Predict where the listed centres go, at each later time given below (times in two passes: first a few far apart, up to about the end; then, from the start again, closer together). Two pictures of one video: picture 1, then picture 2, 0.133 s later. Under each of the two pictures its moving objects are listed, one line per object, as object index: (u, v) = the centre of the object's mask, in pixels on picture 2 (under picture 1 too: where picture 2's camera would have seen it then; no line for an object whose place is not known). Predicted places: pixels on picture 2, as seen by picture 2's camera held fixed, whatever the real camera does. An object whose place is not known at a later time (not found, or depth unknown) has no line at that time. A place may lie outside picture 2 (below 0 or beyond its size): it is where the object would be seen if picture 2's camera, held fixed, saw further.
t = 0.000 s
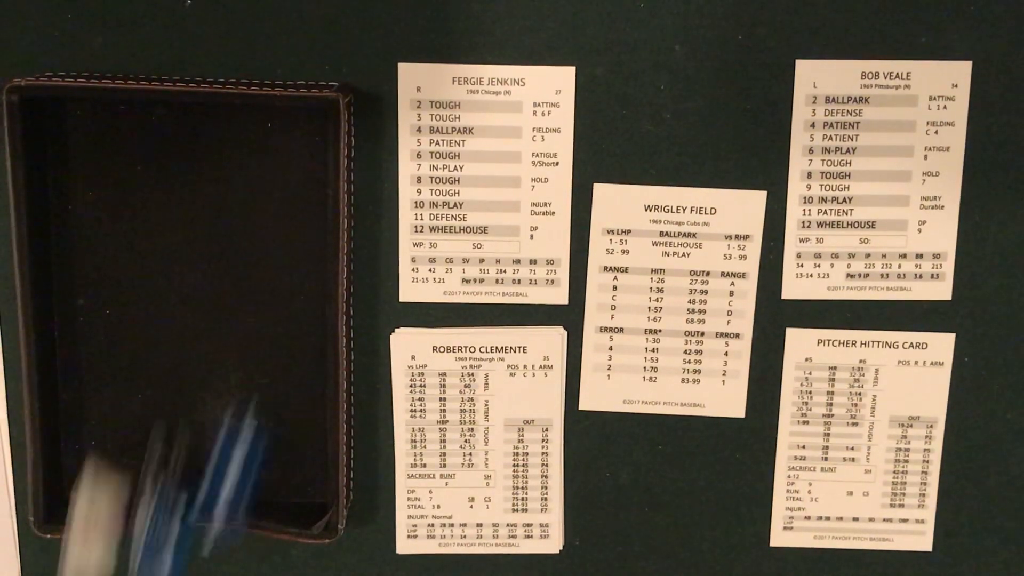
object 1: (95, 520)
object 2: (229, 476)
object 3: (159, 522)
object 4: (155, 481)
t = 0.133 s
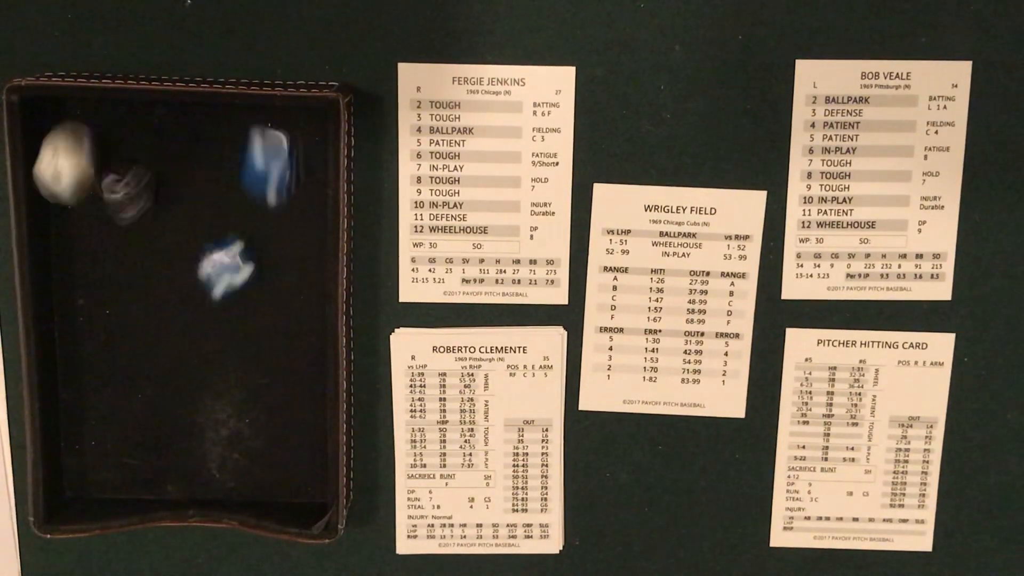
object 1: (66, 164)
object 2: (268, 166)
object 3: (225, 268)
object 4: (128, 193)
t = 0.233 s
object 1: (115, 136)
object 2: (261, 139)
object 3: (246, 225)
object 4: (100, 287)
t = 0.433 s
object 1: (148, 186)
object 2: (262, 139)
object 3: (251, 223)
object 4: (101, 360)
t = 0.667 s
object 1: (146, 197)
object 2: (262, 139)
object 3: (250, 223)
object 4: (108, 365)
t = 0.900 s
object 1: (146, 197)
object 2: (262, 139)
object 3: (251, 223)
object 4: (108, 365)
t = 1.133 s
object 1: (146, 197)
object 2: (261, 139)
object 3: (251, 223)
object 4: (107, 366)
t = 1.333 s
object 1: (146, 197)
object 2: (262, 139)
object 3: (251, 223)
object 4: (108, 366)
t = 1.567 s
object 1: (146, 197)
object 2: (262, 139)
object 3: (251, 223)
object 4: (108, 365)
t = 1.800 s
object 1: (146, 197)
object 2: (262, 139)
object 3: (251, 223)
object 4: (108, 366)
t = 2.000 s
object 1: (146, 197)
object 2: (262, 139)
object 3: (251, 222)
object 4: (108, 366)
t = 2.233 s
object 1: (146, 197)
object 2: (262, 139)
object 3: (251, 222)
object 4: (108, 366)
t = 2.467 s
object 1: (146, 197)
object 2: (262, 139)
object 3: (251, 222)
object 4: (108, 366)
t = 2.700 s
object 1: (146, 197)
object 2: (262, 139)
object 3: (251, 222)
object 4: (108, 366)
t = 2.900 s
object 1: (146, 197)
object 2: (262, 139)
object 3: (251, 222)
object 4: (108, 366)
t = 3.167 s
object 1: (146, 197)
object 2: (262, 139)
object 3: (251, 222)
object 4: (108, 365)
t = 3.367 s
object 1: (146, 197)
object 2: (262, 139)
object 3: (251, 222)
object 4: (107, 365)
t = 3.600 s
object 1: (146, 197)
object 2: (262, 139)
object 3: (251, 222)
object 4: (108, 365)
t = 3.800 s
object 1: (146, 197)
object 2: (262, 139)
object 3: (251, 222)
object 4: (108, 365)
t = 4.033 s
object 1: (146, 197)
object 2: (262, 139)
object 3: (251, 222)
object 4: (108, 365)
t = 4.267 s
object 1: (146, 197)
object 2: (261, 139)
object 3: (251, 222)
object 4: (107, 366)
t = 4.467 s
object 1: (146, 197)
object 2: (262, 139)
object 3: (251, 222)
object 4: (108, 365)
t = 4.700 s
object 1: (146, 197)
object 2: (262, 139)
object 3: (251, 222)
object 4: (108, 365)
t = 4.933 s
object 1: (146, 197)
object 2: (262, 139)
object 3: (251, 222)
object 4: (108, 365)
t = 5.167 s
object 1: (146, 197)
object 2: (261, 139)
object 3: (251, 222)
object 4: (108, 365)
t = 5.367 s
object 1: (146, 197)
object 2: (262, 139)
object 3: (251, 222)
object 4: (108, 366)
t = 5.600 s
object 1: (146, 197)
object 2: (262, 139)
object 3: (251, 222)
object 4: (108, 365)
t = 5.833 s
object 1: (146, 197)
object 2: (262, 139)
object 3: (251, 222)
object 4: (107, 366)
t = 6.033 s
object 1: (146, 197)
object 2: (262, 139)
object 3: (251, 222)
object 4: (107, 365)
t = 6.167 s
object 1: (146, 197)
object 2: (262, 139)
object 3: (251, 223)
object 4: (108, 366)
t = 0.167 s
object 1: (81, 131)
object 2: (268, 129)
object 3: (233, 247)
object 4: (120, 228)
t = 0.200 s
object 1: (98, 127)
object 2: (263, 136)
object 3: (238, 233)
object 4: (109, 262)
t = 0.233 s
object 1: (115, 136)
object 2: (261, 139)
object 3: (246, 225)
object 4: (100, 287)
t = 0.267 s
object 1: (129, 147)
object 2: (262, 139)
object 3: (251, 223)
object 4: (88, 306)
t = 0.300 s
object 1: (139, 158)
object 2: (262, 139)
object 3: (251, 222)
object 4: (79, 320)
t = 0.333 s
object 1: (145, 168)
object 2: (262, 139)
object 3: (251, 222)
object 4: (83, 331)
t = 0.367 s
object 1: (149, 179)
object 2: (261, 139)
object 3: (251, 223)
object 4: (95, 347)
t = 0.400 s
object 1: (149, 183)
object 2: (262, 139)
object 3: (250, 222)
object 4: (99, 356)
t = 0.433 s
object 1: (148, 186)
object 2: (262, 139)
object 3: (251, 223)
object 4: (101, 360)
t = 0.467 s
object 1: (147, 187)
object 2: (262, 139)
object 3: (251, 222)
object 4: (103, 363)
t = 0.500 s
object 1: (146, 192)
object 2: (262, 139)
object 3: (250, 223)
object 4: (104, 364)
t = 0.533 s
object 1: (144, 197)
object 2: (262, 139)
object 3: (250, 222)
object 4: (106, 365)
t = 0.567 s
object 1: (143, 198)
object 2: (262, 139)
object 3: (250, 223)
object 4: (107, 366)
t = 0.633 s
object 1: (146, 196)
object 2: (262, 139)
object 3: (250, 223)
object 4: (108, 365)
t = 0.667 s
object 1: (146, 197)
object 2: (262, 139)
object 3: (250, 223)
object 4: (108, 365)
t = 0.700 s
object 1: (146, 197)
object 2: (262, 139)
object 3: (251, 223)
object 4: (108, 366)
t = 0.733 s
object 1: (146, 197)
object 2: (262, 139)
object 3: (251, 223)
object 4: (108, 366)
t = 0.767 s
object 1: (146, 197)
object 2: (262, 139)
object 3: (251, 223)
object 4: (107, 366)
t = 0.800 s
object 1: (146, 197)
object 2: (262, 139)
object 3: (251, 223)
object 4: (107, 365)
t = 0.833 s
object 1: (146, 197)
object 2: (262, 139)
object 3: (251, 222)
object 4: (107, 365)
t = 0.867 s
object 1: (146, 197)
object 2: (262, 139)
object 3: (251, 223)
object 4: (107, 366)
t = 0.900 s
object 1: (146, 197)
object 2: (262, 139)
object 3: (251, 223)
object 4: (108, 365)
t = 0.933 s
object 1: (146, 197)
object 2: (262, 139)
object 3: (251, 223)
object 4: (107, 366)
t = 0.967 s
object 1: (146, 197)
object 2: (262, 139)
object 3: (251, 223)
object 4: (107, 366)
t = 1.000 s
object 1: (146, 197)
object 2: (262, 139)
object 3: (251, 223)
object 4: (108, 366)
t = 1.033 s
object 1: (146, 197)
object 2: (261, 139)
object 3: (251, 223)
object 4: (108, 366)
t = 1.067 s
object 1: (146, 197)
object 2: (261, 139)
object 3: (251, 223)
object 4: (108, 366)
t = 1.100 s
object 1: (146, 197)
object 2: (262, 139)
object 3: (251, 223)
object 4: (108, 365)
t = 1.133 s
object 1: (146, 197)
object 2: (261, 139)
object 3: (251, 223)
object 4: (107, 366)
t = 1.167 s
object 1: (146, 197)
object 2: (262, 139)
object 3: (251, 222)
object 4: (108, 366)
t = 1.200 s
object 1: (146, 197)
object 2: (262, 139)
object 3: (251, 223)
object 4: (108, 366)
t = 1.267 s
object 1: (146, 197)
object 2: (262, 139)
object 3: (251, 223)
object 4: (108, 365)
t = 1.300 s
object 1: (146, 197)
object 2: (262, 139)
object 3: (251, 222)
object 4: (108, 365)
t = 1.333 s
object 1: (146, 197)
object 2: (262, 139)
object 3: (251, 223)
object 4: (108, 366)
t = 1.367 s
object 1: (146, 197)
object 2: (262, 139)
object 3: (251, 223)
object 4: (108, 366)
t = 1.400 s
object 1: (146, 197)
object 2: (262, 139)
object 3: (251, 223)
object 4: (108, 366)
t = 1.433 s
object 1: (146, 197)
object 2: (262, 139)
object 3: (251, 223)
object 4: (108, 366)
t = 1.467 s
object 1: (146, 197)
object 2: (262, 139)
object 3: (251, 223)
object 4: (108, 366)
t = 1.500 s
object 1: (146, 197)
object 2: (262, 139)
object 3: (251, 223)
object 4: (108, 365)
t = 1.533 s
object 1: (146, 197)
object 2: (262, 139)
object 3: (251, 223)
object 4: (108, 366)
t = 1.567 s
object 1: (146, 197)
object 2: (262, 139)
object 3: (251, 223)
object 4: (108, 365)
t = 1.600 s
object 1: (146, 197)
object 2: (262, 139)
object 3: (251, 223)
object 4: (108, 365)
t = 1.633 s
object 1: (146, 197)
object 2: (262, 139)
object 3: (251, 223)
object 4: (108, 366)
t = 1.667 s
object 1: (146, 197)
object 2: (262, 139)
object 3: (251, 223)
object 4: (108, 366)
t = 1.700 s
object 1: (146, 197)
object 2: (262, 139)
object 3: (251, 222)
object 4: (108, 365)
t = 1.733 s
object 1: (146, 197)
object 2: (262, 139)
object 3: (251, 223)
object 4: (108, 366)
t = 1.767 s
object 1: (146, 197)
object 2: (262, 139)
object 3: (251, 222)
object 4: (108, 366)
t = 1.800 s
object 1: (146, 197)
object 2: (262, 139)
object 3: (251, 223)
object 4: (108, 366)
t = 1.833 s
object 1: (146, 197)
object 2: (262, 139)
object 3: (251, 223)
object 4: (108, 365)
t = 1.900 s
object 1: (146, 197)
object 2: (262, 139)
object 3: (251, 222)
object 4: (108, 365)
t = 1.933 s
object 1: (146, 197)
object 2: (262, 139)
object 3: (251, 223)
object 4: (108, 366)
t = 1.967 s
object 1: (146, 197)
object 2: (262, 139)
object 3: (251, 222)
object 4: (108, 366)
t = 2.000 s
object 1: (146, 197)
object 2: (262, 139)
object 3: (251, 222)
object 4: (108, 366)
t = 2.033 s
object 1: (146, 197)
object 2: (262, 139)
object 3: (251, 223)
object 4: (108, 366)
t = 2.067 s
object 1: (146, 197)
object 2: (262, 139)
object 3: (251, 223)
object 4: (108, 366)
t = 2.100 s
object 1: (146, 197)
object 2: (262, 139)
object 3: (251, 222)
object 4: (108, 366)
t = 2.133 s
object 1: (146, 197)
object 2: (262, 139)
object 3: (251, 222)
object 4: (108, 366)
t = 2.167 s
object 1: (146, 197)
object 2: (262, 139)
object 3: (251, 222)
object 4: (108, 365)
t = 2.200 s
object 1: (146, 197)
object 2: (262, 139)
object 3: (251, 222)
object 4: (108, 366)
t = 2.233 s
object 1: (146, 197)
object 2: (262, 139)
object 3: (251, 222)
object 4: (108, 366)
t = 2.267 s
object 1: (146, 197)
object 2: (262, 139)
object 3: (251, 222)
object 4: (108, 366)
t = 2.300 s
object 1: (146, 197)
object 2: (262, 139)
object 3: (251, 223)
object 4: (108, 366)
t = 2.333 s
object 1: (146, 197)
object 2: (262, 139)
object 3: (251, 222)
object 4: (108, 365)
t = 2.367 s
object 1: (146, 197)
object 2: (262, 139)
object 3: (251, 222)
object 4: (108, 366)
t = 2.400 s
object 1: (146, 197)
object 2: (262, 139)
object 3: (251, 222)
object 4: (108, 365)
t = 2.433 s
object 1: (146, 197)
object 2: (262, 139)
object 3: (251, 222)
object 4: (108, 365)
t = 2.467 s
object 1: (146, 197)
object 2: (262, 139)
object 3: (251, 222)
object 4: (108, 366)
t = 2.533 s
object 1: (146, 197)
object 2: (262, 139)
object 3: (251, 223)
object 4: (108, 366)
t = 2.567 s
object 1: (146, 197)
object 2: (262, 139)
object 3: (251, 222)
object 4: (108, 366)
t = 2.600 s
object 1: (146, 197)
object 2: (262, 139)
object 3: (251, 223)
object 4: (108, 366)
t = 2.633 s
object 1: (146, 197)
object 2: (262, 139)
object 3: (251, 222)
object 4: (108, 366)
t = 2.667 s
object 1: (146, 197)
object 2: (262, 139)
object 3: (251, 222)
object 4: (108, 366)
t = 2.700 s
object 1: (146, 197)
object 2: (262, 139)
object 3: (251, 222)
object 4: (108, 366)
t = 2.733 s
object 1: (146, 197)
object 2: (262, 139)
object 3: (251, 222)
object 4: (108, 366)
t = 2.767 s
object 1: (146, 197)
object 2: (262, 139)
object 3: (251, 222)
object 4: (108, 366)
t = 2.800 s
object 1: (146, 197)
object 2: (262, 139)
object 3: (251, 222)
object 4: (108, 366)
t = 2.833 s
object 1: (146, 197)
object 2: (262, 139)
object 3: (251, 222)
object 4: (108, 366)
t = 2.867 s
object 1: (146, 197)
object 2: (262, 139)
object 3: (251, 222)
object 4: (108, 366)
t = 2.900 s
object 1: (146, 197)
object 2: (262, 139)
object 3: (251, 222)
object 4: (108, 366)
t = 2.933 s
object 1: (146, 197)
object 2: (262, 139)
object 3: (251, 222)
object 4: (108, 366)
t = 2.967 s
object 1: (146, 197)
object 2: (262, 139)
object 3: (251, 222)
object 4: (108, 366)
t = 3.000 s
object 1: (146, 197)
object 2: (262, 139)
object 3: (251, 222)
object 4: (107, 366)
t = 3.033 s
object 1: (146, 197)
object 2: (262, 139)
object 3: (251, 222)
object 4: (108, 365)
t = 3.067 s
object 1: (146, 197)
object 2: (262, 139)
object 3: (251, 222)
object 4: (108, 365)
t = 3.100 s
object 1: (146, 197)
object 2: (262, 139)
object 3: (251, 222)
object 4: (108, 365)
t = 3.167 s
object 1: (146, 197)
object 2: (262, 139)
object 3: (251, 222)
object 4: (108, 365)
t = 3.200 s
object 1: (146, 197)
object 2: (262, 139)
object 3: (251, 222)
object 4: (108, 365)
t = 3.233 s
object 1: (146, 197)
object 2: (262, 139)
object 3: (251, 222)
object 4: (108, 365)
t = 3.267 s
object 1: (146, 197)
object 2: (262, 139)
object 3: (251, 222)
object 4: (108, 365)
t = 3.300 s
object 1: (146, 197)
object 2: (262, 139)
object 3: (251, 222)
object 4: (108, 365)
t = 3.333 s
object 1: (145, 197)
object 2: (262, 139)
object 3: (251, 222)
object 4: (107, 366)
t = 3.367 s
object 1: (146, 197)
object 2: (262, 139)
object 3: (251, 222)
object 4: (107, 365)
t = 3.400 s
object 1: (146, 197)
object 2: (262, 139)
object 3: (251, 222)
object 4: (107, 365)
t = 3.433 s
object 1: (146, 197)
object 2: (262, 139)
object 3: (251, 222)
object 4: (108, 365)
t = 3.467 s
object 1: (146, 197)
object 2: (262, 139)
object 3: (251, 222)
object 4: (108, 365)
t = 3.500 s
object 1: (146, 197)
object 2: (262, 139)
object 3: (251, 222)
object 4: (107, 365)
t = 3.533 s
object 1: (146, 197)
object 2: (262, 139)
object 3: (251, 222)
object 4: (108, 365)
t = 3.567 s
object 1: (146, 197)
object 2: (262, 139)
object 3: (251, 222)
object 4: (107, 366)
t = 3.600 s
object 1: (146, 197)
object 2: (262, 139)
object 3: (251, 222)
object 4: (108, 365)
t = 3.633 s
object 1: (146, 197)
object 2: (261, 139)
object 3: (251, 222)
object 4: (108, 365)
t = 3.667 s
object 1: (146, 197)
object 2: (262, 139)
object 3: (251, 222)
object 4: (108, 365)
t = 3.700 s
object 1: (146, 197)
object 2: (262, 139)
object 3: (251, 222)
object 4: (108, 365)
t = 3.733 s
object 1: (146, 197)
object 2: (261, 139)
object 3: (251, 222)
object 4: (107, 366)
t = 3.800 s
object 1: (146, 197)
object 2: (262, 139)
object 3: (251, 222)
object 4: (108, 365)
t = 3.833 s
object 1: (146, 197)
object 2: (262, 139)
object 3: (251, 222)
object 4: (108, 365)
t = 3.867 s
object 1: (146, 197)
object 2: (262, 139)
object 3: (251, 222)
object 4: (108, 365)
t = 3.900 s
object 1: (146, 197)
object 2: (262, 139)
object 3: (251, 222)
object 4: (108, 365)
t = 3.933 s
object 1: (146, 197)
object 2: (262, 139)
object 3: (251, 222)
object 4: (108, 365)
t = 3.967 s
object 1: (146, 197)
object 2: (262, 139)
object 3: (251, 222)
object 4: (108, 365)
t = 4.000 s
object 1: (145, 197)
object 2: (262, 139)
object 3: (251, 222)
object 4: (108, 365)
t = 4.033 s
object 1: (146, 197)
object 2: (262, 139)
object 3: (251, 222)
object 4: (108, 365)
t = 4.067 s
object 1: (146, 197)
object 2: (262, 139)
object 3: (251, 222)
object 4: (108, 365)
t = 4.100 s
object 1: (146, 197)
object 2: (262, 139)
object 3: (251, 222)
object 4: (108, 365)
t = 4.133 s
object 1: (146, 197)
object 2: (262, 139)
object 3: (251, 222)
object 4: (108, 365)
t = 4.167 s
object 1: (146, 197)
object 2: (262, 139)
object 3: (251, 222)
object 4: (108, 365)
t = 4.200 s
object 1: (146, 197)
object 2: (262, 139)
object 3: (251, 222)
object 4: (107, 365)
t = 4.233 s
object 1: (146, 197)
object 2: (262, 139)
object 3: (251, 222)
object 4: (108, 365)
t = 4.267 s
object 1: (146, 197)
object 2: (261, 139)
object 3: (251, 222)
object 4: (107, 366)
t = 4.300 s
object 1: (146, 197)
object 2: (262, 139)
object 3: (251, 222)
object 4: (108, 365)
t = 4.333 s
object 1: (146, 197)
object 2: (262, 139)
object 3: (251, 222)
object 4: (108, 365)
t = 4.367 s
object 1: (145, 197)
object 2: (261, 139)
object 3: (251, 222)
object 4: (107, 366)
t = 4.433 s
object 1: (146, 197)
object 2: (262, 139)
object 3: (251, 222)
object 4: (107, 366)
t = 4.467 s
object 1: (146, 197)
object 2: (262, 139)
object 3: (251, 222)
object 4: (108, 365)
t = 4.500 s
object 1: (146, 197)
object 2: (262, 139)
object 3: (251, 222)
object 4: (108, 365)
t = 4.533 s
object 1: (146, 197)
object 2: (262, 139)
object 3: (251, 222)
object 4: (108, 365)
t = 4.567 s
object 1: (146, 197)
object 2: (262, 139)
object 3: (251, 222)
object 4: (108, 366)
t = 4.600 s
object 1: (146, 197)
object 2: (262, 139)
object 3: (251, 222)
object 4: (108, 365)
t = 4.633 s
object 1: (146, 197)
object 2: (262, 139)
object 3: (251, 222)
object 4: (108, 366)
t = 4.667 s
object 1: (146, 197)
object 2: (262, 139)
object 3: (251, 222)
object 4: (108, 365)
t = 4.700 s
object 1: (146, 197)
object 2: (262, 139)
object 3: (251, 222)
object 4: (108, 365)
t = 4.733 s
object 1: (146, 197)
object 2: (262, 139)
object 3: (251, 222)
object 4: (107, 366)
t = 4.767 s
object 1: (146, 197)
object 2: (262, 139)
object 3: (251, 222)
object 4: (107, 366)
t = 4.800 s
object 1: (146, 197)
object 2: (262, 139)
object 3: (251, 222)
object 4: (108, 366)
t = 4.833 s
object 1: (146, 197)
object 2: (262, 139)
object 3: (251, 222)
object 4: (107, 366)
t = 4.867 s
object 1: (146, 197)
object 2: (262, 139)
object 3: (251, 222)
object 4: (108, 366)
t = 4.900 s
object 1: (146, 197)
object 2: (261, 139)
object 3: (251, 222)
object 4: (107, 366)
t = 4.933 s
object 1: (146, 197)
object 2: (262, 139)
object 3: (251, 222)
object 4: (108, 365)
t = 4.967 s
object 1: (146, 197)
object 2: (262, 139)
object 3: (251, 222)
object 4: (108, 365)
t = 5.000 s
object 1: (146, 197)
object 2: (262, 139)
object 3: (251, 222)
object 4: (108, 365)
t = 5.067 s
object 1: (146, 197)
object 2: (262, 139)
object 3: (251, 222)
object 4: (107, 366)
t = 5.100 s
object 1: (146, 197)
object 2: (262, 139)
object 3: (251, 222)
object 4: (107, 365)
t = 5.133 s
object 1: (146, 197)
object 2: (262, 139)
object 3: (251, 222)
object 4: (108, 365)
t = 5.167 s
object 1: (146, 197)
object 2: (261, 139)
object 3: (251, 222)
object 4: (108, 365)
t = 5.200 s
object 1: (146, 197)
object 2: (262, 139)
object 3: (251, 222)
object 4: (107, 366)
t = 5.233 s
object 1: (146, 197)
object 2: (262, 139)
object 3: (251, 222)
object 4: (107, 366)
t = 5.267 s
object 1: (146, 197)
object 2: (262, 139)
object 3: (251, 222)
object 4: (108, 365)
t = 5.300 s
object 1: (146, 197)
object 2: (262, 139)
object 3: (251, 222)
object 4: (107, 366)
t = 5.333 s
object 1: (146, 197)
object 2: (262, 139)
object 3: (251, 222)
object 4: (108, 365)
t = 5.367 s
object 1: (146, 197)
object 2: (262, 139)
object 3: (251, 222)
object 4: (108, 366)
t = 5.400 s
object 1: (146, 197)
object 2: (262, 139)
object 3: (251, 222)
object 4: (108, 366)
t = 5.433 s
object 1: (146, 197)
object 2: (262, 139)
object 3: (251, 222)
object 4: (108, 365)
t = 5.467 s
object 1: (146, 197)
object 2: (261, 139)
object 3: (251, 222)
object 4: (108, 365)
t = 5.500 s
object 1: (146, 197)
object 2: (261, 139)
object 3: (251, 222)
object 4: (108, 365)
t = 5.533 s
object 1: (146, 197)
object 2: (262, 139)
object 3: (251, 222)
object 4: (108, 365)
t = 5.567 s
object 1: (146, 197)
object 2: (262, 139)
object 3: (251, 222)
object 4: (108, 365)
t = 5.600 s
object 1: (146, 197)
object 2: (262, 139)
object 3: (251, 222)
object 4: (108, 365)
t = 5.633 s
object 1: (146, 197)
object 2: (262, 139)
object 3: (251, 222)
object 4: (108, 365)
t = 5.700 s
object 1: (146, 197)
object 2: (262, 139)
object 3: (251, 222)
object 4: (108, 365)
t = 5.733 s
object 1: (146, 197)
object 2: (262, 139)
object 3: (251, 222)
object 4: (107, 365)
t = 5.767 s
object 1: (146, 197)
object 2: (262, 139)
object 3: (251, 223)
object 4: (107, 366)
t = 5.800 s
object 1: (146, 197)
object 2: (262, 139)
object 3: (251, 222)
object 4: (107, 365)
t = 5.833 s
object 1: (146, 197)
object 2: (262, 139)
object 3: (251, 222)
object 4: (107, 366)
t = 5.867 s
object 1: (146, 197)
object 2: (262, 139)
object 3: (251, 222)
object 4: (107, 365)
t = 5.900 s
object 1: (146, 197)
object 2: (262, 139)
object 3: (251, 223)
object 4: (107, 366)
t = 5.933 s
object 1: (146, 197)
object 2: (262, 139)
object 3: (251, 222)
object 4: (107, 366)
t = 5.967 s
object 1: (146, 197)
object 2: (262, 139)
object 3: (251, 222)
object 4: (108, 365)
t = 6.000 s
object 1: (146, 197)
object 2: (262, 139)
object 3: (251, 222)
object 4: (108, 365)
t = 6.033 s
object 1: (146, 197)
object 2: (262, 139)
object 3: (251, 222)
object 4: (107, 365)
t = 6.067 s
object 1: (146, 197)
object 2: (262, 139)
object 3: (251, 222)
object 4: (108, 365)
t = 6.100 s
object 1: (146, 197)
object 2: (262, 139)
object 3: (251, 223)
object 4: (108, 366)
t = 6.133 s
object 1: (146, 197)
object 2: (262, 139)
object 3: (251, 222)
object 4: (108, 365)
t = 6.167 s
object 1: (146, 197)
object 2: (262, 139)
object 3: (251, 223)
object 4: (108, 366)
